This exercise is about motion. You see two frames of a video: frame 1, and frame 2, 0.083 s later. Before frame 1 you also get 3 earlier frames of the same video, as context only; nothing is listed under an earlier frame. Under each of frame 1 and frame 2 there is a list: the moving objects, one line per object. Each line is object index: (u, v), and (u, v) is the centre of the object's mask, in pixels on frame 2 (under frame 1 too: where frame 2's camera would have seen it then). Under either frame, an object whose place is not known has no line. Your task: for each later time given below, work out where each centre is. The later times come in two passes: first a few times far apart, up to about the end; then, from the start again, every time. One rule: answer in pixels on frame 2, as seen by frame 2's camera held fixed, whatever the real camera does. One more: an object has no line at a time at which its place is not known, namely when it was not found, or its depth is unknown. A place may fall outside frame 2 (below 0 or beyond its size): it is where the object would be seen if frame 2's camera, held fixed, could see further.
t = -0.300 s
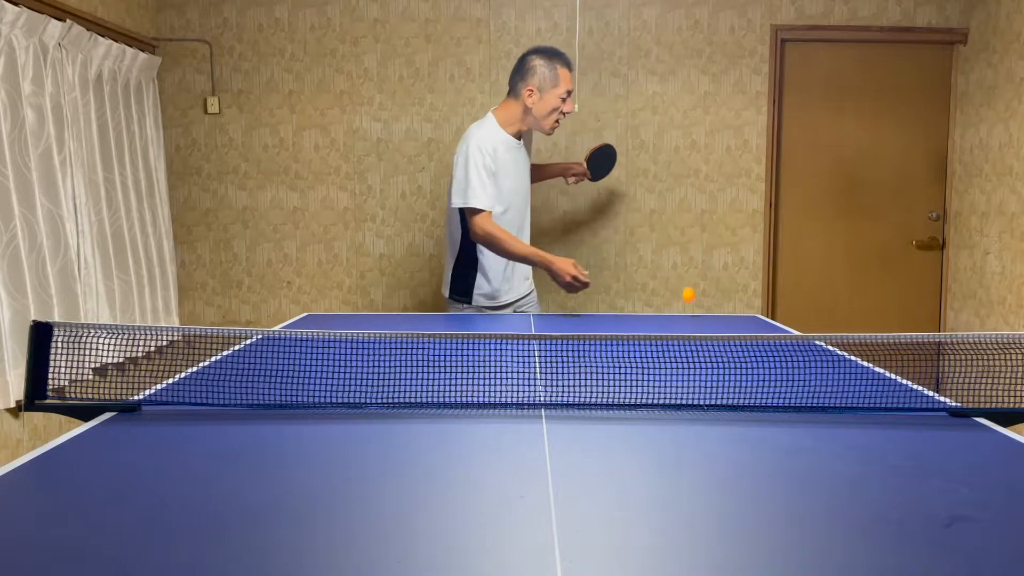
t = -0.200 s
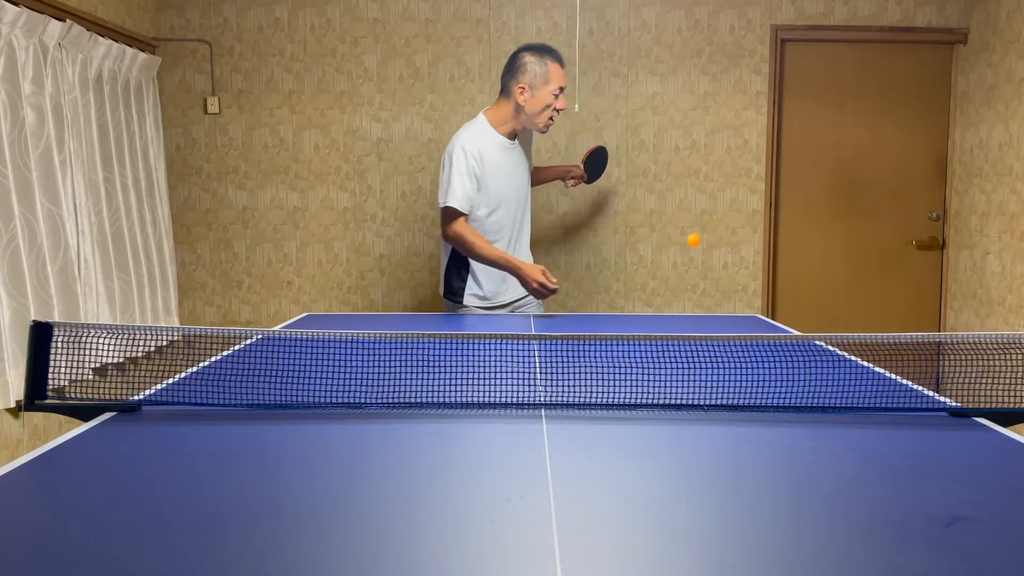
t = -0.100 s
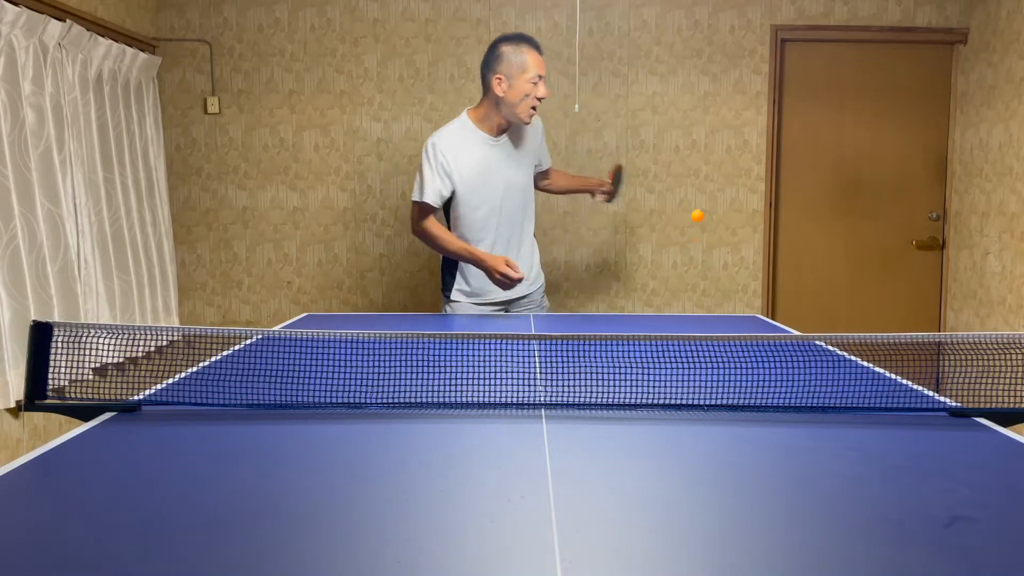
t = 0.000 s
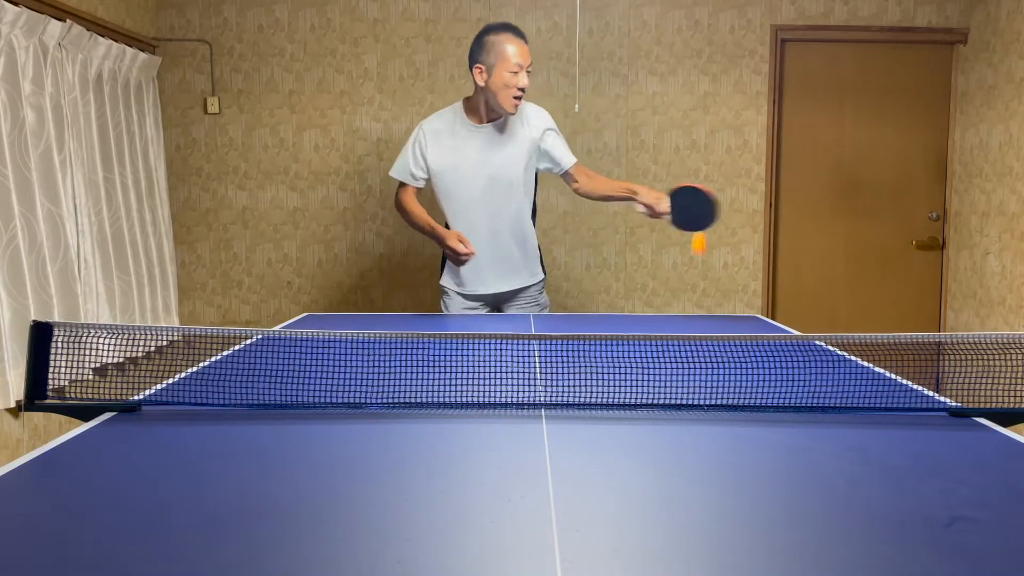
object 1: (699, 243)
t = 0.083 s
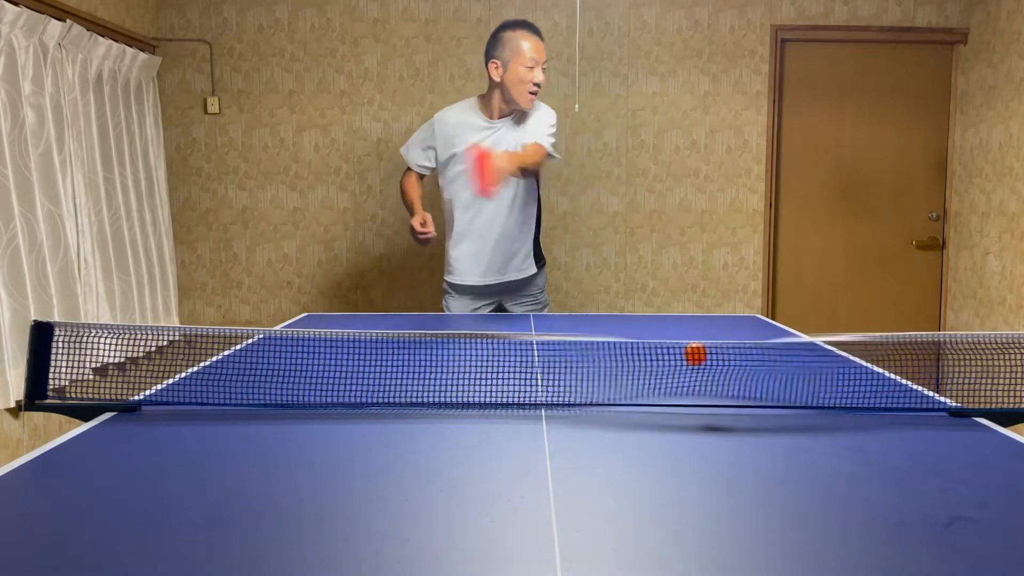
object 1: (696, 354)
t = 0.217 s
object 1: (662, 381)
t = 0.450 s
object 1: (649, 372)
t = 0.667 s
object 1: (630, 382)
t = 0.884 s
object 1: (611, 371)
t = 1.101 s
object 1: (591, 378)
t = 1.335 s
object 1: (570, 374)
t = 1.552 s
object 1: (548, 375)
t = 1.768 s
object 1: (529, 372)
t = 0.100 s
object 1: (691, 356)
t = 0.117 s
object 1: (686, 360)
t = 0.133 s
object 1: (680, 366)
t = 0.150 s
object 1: (675, 373)
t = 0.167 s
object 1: (669, 381)
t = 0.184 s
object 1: (665, 390)
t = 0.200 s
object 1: (662, 389)
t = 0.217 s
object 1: (662, 381)
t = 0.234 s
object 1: (661, 373)
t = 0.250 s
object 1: (661, 372)
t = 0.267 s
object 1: (660, 372)
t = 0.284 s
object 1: (659, 373)
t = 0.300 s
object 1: (658, 376)
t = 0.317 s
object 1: (657, 380)
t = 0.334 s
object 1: (655, 386)
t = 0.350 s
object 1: (655, 390)
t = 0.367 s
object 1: (653, 383)
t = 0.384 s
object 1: (652, 378)
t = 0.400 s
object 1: (651, 375)
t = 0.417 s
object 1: (649, 373)
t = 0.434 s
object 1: (649, 372)
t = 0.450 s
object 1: (649, 372)
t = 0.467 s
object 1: (647, 374)
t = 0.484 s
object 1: (644, 377)
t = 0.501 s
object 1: (643, 382)
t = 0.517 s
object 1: (642, 388)
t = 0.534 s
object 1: (641, 383)
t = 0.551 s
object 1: (639, 378)
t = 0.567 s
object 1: (637, 373)
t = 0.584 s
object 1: (636, 372)
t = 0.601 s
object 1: (635, 372)
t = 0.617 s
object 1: (634, 372)
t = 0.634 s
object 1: (633, 374)
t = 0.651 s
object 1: (631, 377)
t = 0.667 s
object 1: (630, 382)
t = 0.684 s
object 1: (628, 383)
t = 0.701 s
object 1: (627, 377)
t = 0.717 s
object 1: (626, 375)
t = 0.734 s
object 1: (624, 372)
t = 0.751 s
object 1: (623, 371)
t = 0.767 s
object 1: (621, 371)
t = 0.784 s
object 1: (620, 372)
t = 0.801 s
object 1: (618, 375)
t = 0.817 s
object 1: (617, 379)
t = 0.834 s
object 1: (615, 381)
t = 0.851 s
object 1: (614, 377)
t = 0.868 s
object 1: (613, 374)
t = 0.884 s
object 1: (611, 371)
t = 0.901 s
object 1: (609, 371)
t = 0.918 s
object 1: (608, 370)
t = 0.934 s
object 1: (606, 372)
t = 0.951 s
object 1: (604, 375)
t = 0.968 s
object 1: (603, 380)
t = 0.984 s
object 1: (601, 377)
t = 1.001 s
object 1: (600, 374)
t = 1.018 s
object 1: (598, 372)
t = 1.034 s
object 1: (597, 371)
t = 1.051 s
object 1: (596, 370)
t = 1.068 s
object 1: (594, 372)
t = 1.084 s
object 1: (592, 374)
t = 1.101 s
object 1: (591, 378)
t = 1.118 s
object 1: (589, 377)
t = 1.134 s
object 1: (588, 373)
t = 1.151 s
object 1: (587, 371)
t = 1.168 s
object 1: (585, 370)
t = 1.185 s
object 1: (584, 370)
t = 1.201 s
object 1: (582, 373)
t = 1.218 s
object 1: (580, 375)
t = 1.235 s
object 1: (579, 378)
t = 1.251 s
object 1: (577, 375)
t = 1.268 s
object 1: (576, 373)
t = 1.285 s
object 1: (574, 371)
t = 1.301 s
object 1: (573, 371)
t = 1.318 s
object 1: (572, 372)
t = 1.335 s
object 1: (570, 374)
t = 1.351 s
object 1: (568, 377)
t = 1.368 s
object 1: (567, 375)
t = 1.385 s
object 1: (565, 373)
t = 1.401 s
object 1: (563, 371)
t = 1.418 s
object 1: (562, 372)
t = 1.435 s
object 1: (560, 374)
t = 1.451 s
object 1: (558, 376)
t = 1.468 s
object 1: (557, 376)
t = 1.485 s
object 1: (555, 373)
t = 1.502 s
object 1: (554, 372)
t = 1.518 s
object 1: (552, 371)
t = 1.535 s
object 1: (551, 373)
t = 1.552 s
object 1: (548, 375)
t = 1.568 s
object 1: (547, 375)
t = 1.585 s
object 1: (546, 372)
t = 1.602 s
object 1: (545, 371)
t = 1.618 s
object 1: (543, 371)
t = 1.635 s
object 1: (541, 372)
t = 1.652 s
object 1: (540, 375)
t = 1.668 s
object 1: (538, 373)
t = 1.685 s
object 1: (537, 372)
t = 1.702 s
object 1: (535, 371)
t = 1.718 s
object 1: (533, 372)
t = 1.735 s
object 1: (531, 374)
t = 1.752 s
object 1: (530, 373)
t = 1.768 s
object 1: (529, 372)
